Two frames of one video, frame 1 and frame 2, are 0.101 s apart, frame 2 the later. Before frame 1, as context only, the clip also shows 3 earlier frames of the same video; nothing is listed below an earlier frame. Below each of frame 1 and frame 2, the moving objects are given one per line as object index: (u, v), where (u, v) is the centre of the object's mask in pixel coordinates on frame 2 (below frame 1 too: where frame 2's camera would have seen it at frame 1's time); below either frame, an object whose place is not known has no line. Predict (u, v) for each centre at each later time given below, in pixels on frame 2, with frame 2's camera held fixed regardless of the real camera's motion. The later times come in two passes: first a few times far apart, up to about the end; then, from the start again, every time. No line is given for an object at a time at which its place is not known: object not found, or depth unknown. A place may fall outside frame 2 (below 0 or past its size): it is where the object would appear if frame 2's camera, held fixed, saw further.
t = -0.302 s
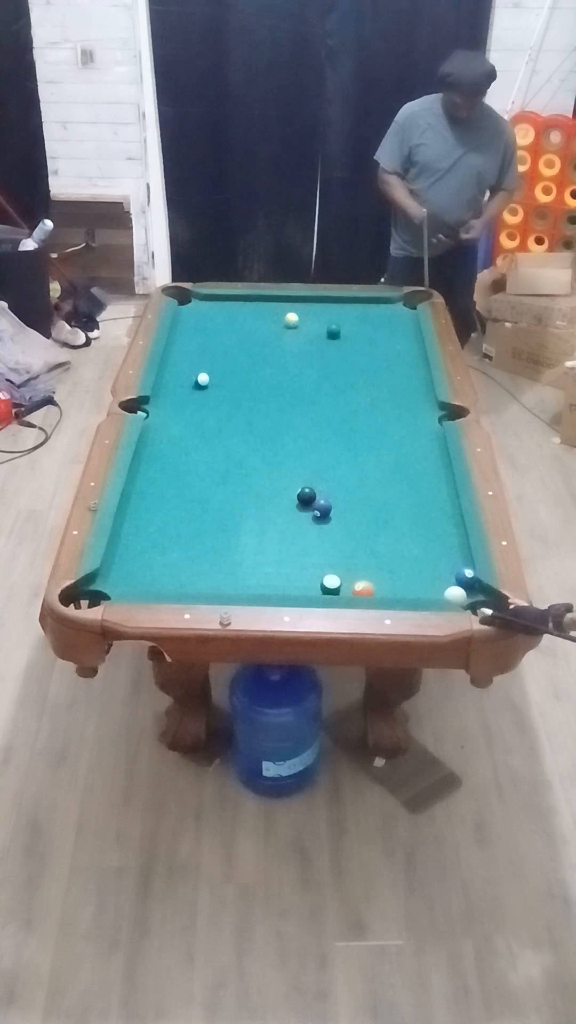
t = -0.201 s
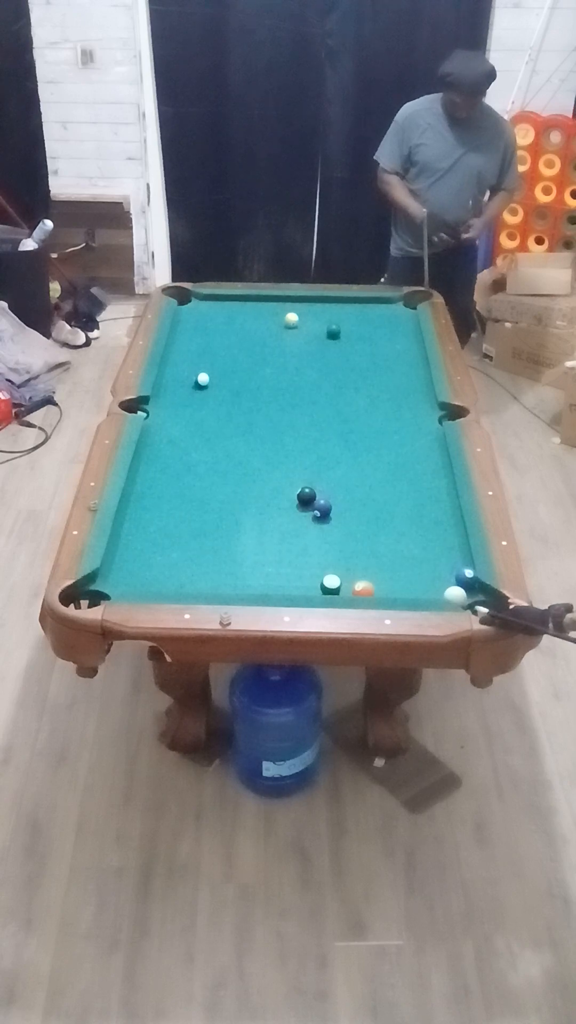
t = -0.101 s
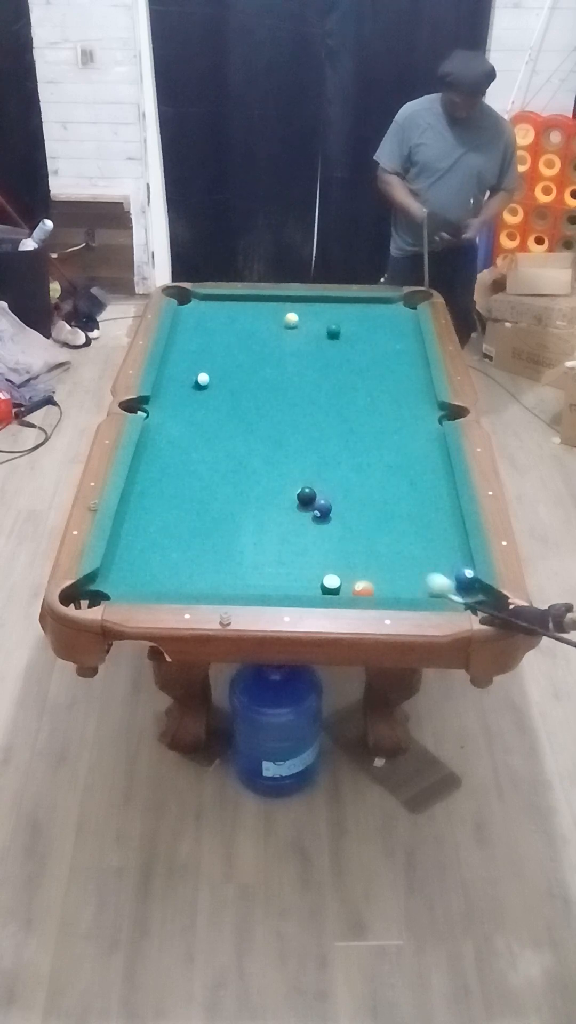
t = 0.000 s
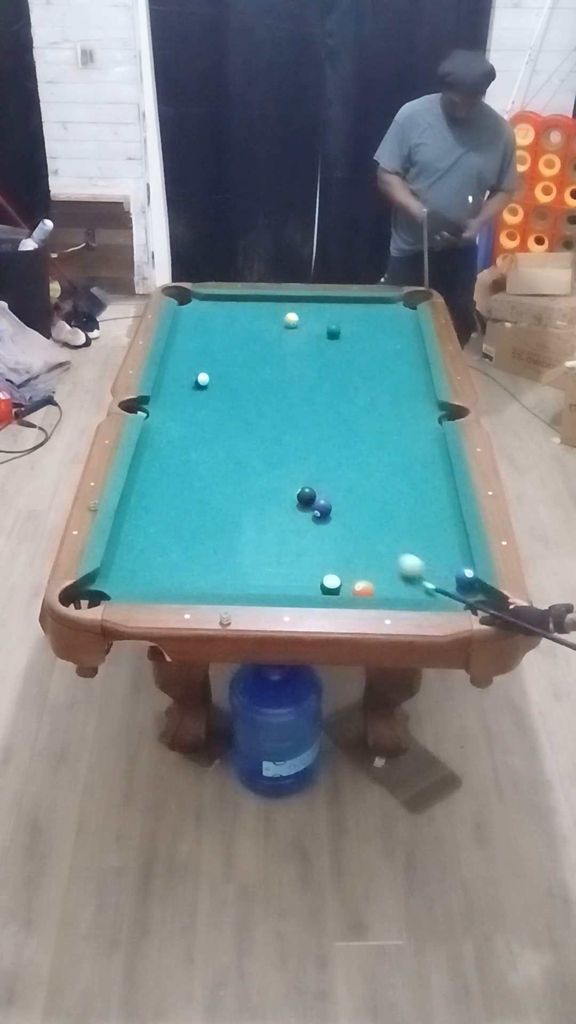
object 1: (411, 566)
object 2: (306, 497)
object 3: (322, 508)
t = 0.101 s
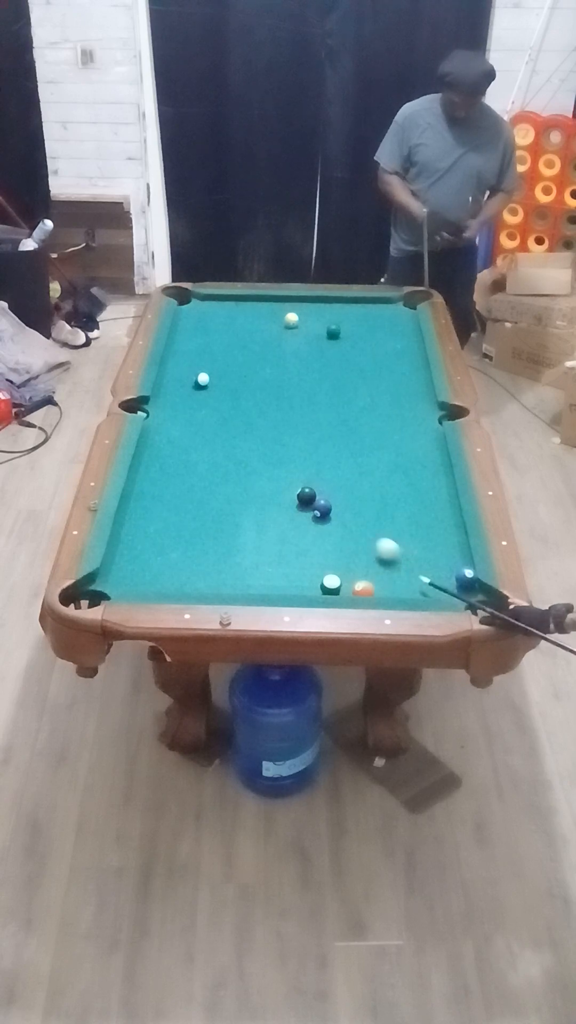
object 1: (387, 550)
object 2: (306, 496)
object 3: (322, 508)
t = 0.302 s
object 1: (344, 521)
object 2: (306, 497)
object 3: (322, 508)
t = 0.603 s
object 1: (331, 505)
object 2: (281, 479)
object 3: (311, 508)
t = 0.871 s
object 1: (323, 494)
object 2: (257, 461)
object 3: (305, 508)
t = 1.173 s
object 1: (315, 485)
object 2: (235, 443)
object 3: (301, 509)
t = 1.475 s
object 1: (309, 477)
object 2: (215, 429)
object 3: (299, 509)
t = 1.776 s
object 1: (303, 472)
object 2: (198, 416)
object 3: (299, 509)
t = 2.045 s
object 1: (298, 468)
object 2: (184, 407)
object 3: (299, 509)
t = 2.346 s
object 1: (294, 465)
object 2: (171, 398)
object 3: (299, 509)
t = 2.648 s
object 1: (293, 464)
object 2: (161, 392)
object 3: (299, 509)
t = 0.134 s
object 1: (379, 544)
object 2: (306, 497)
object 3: (322, 508)
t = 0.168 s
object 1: (372, 540)
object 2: (306, 497)
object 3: (322, 508)
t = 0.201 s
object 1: (365, 535)
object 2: (306, 497)
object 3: (322, 508)
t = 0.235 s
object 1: (358, 530)
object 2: (306, 497)
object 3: (322, 508)
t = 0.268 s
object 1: (351, 525)
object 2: (306, 496)
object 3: (322, 508)
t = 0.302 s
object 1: (344, 521)
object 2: (306, 497)
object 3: (322, 508)
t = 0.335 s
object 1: (338, 516)
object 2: (306, 497)
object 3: (321, 508)
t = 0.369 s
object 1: (338, 515)
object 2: (304, 496)
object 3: (317, 506)
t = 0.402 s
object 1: (336, 514)
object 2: (300, 493)
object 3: (315, 505)
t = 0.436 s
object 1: (335, 512)
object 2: (297, 492)
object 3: (315, 507)
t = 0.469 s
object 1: (334, 511)
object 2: (293, 488)
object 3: (314, 507)
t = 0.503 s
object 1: (333, 509)
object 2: (290, 486)
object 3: (313, 507)
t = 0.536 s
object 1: (333, 508)
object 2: (287, 483)
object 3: (312, 507)
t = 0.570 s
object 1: (332, 506)
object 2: (284, 482)
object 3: (311, 507)
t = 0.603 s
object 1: (331, 505)
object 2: (281, 479)
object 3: (311, 508)
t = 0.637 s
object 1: (330, 503)
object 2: (278, 477)
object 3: (310, 507)
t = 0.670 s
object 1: (329, 502)
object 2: (275, 474)
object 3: (309, 508)
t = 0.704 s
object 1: (328, 501)
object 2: (272, 471)
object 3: (308, 507)
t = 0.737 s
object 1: (327, 500)
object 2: (269, 469)
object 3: (307, 508)
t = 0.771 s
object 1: (326, 498)
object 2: (266, 468)
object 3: (307, 507)
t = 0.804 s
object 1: (325, 497)
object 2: (263, 465)
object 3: (306, 508)
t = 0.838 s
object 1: (324, 496)
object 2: (260, 464)
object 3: (305, 508)
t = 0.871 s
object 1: (323, 494)
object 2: (257, 461)
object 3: (305, 508)
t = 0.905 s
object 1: (322, 493)
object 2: (255, 459)
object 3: (304, 508)
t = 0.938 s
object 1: (321, 492)
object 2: (252, 456)
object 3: (304, 508)
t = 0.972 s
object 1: (320, 491)
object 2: (250, 455)
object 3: (303, 508)
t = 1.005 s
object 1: (319, 490)
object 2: (247, 453)
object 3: (303, 508)
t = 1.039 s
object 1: (319, 489)
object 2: (244, 452)
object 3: (302, 509)
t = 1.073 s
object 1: (318, 488)
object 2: (242, 450)
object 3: (302, 509)
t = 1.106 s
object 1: (317, 487)
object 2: (240, 448)
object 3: (301, 508)
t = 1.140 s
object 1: (316, 486)
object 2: (237, 445)
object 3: (301, 508)
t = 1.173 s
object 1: (315, 485)
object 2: (235, 443)
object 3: (301, 509)
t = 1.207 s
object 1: (314, 484)
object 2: (233, 442)
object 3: (300, 509)
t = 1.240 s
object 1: (314, 483)
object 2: (230, 440)
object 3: (300, 509)
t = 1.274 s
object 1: (313, 482)
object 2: (228, 439)
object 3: (300, 509)
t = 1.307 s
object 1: (312, 482)
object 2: (226, 437)
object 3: (300, 509)
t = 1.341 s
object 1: (312, 481)
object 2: (223, 435)
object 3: (300, 509)
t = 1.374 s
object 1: (311, 480)
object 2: (221, 433)
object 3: (299, 509)
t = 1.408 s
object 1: (310, 479)
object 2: (219, 432)
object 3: (299, 509)
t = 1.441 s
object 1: (309, 478)
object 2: (217, 430)
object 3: (299, 509)
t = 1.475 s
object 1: (309, 477)
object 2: (215, 429)
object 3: (299, 509)
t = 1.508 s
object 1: (308, 477)
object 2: (213, 427)
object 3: (299, 509)
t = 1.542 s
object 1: (307, 476)
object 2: (211, 426)
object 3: (299, 509)
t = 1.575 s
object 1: (307, 476)
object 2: (209, 425)
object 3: (299, 509)
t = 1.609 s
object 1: (306, 475)
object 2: (207, 423)
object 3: (299, 509)
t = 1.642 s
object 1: (305, 474)
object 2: (205, 421)
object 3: (299, 509)
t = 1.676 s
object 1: (305, 474)
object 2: (203, 420)
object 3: (299, 509)
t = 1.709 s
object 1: (304, 473)
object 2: (201, 419)
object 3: (299, 509)
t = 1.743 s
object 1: (303, 472)
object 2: (199, 417)
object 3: (299, 509)
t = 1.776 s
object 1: (303, 472)
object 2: (198, 416)
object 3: (299, 509)
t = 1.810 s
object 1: (302, 471)
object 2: (196, 416)
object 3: (299, 509)
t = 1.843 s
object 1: (301, 471)
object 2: (194, 414)
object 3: (299, 509)
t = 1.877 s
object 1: (301, 470)
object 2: (192, 413)
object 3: (299, 509)
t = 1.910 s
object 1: (300, 470)
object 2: (191, 411)
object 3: (299, 509)
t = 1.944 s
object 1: (300, 470)
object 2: (189, 409)
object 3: (299, 509)
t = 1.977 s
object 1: (299, 469)
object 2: (188, 409)
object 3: (299, 509)
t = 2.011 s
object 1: (298, 469)
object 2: (186, 408)
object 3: (299, 509)
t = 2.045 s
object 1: (298, 468)
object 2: (184, 407)
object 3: (299, 509)
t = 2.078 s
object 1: (297, 468)
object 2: (183, 406)
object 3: (299, 509)
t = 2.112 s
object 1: (297, 467)
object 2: (181, 405)
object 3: (299, 509)
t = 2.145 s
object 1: (296, 467)
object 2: (180, 404)
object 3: (299, 509)
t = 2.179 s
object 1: (296, 466)
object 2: (178, 403)
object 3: (299, 509)
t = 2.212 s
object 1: (296, 466)
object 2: (177, 402)
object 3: (299, 509)
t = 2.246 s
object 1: (295, 466)
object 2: (175, 400)
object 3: (299, 509)
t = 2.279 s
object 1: (295, 466)
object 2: (174, 400)
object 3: (299, 509)
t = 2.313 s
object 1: (295, 466)
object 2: (173, 399)
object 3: (299, 509)
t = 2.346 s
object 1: (294, 465)
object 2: (171, 398)
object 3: (299, 509)
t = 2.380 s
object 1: (294, 465)
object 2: (170, 398)
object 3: (299, 509)
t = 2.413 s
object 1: (294, 465)
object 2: (169, 397)
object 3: (299, 509)
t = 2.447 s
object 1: (294, 465)
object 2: (167, 396)
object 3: (299, 509)
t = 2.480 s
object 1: (293, 465)
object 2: (166, 396)
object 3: (299, 509)
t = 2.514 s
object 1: (293, 464)
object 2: (165, 395)
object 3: (299, 509)
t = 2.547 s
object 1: (293, 464)
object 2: (164, 395)
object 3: (299, 509)
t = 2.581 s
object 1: (293, 464)
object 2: (163, 394)
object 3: (299, 509)
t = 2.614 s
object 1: (293, 464)
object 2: (162, 393)
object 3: (299, 509)
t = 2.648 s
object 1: (293, 464)
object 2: (161, 392)
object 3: (299, 509)
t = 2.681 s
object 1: (293, 464)
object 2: (160, 391)
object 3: (299, 509)
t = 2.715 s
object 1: (293, 463)
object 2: (160, 391)
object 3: (299, 509)
